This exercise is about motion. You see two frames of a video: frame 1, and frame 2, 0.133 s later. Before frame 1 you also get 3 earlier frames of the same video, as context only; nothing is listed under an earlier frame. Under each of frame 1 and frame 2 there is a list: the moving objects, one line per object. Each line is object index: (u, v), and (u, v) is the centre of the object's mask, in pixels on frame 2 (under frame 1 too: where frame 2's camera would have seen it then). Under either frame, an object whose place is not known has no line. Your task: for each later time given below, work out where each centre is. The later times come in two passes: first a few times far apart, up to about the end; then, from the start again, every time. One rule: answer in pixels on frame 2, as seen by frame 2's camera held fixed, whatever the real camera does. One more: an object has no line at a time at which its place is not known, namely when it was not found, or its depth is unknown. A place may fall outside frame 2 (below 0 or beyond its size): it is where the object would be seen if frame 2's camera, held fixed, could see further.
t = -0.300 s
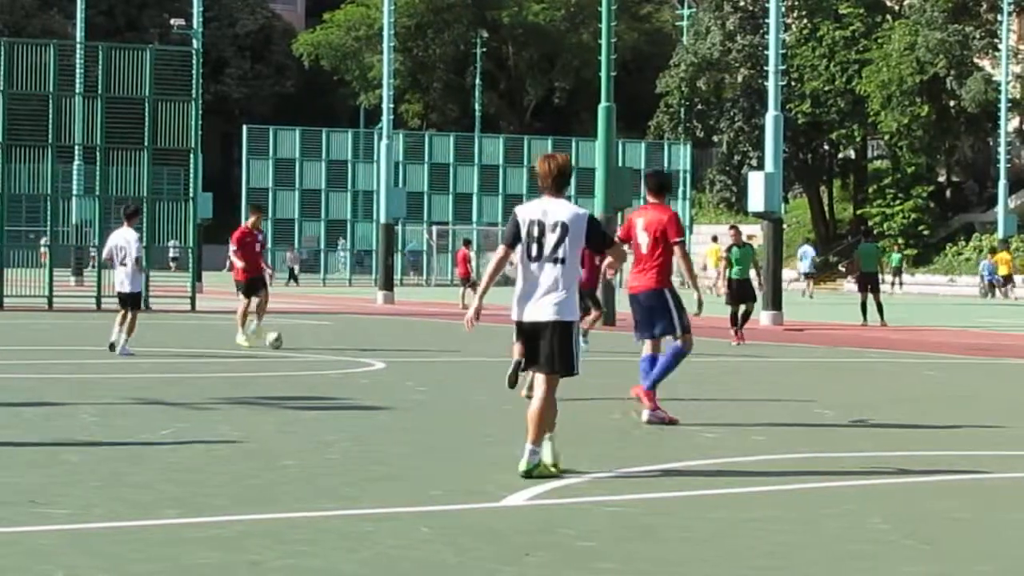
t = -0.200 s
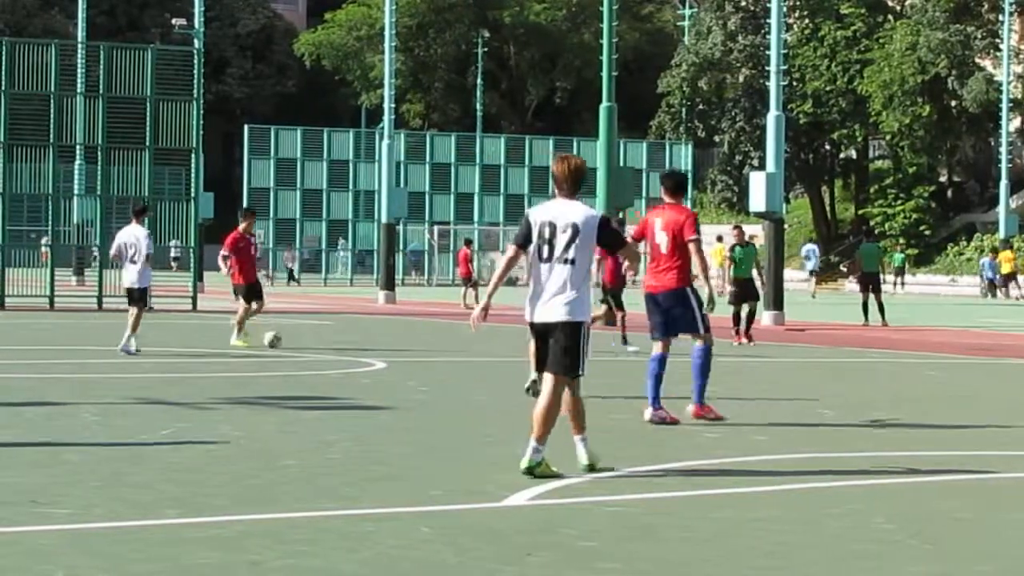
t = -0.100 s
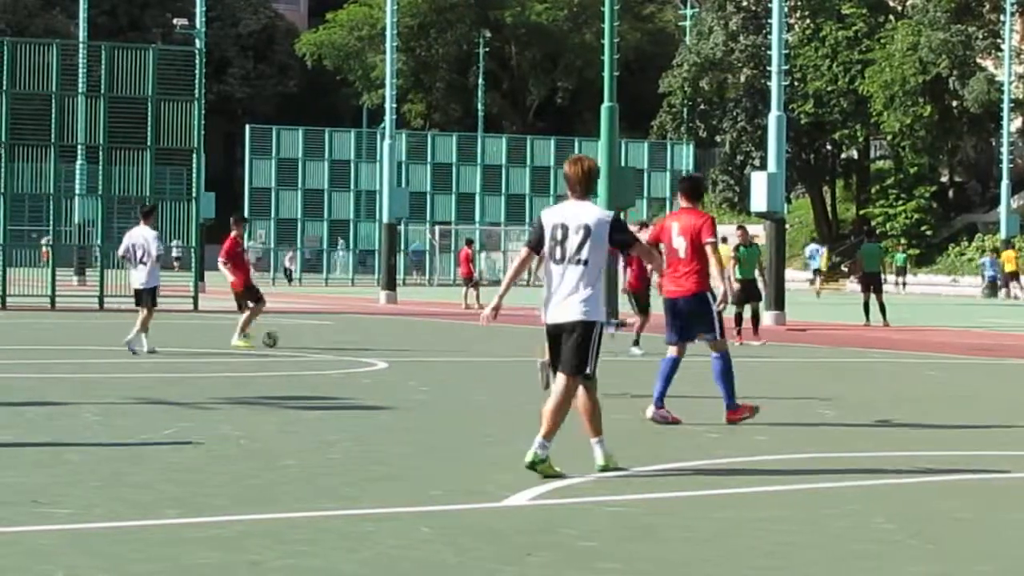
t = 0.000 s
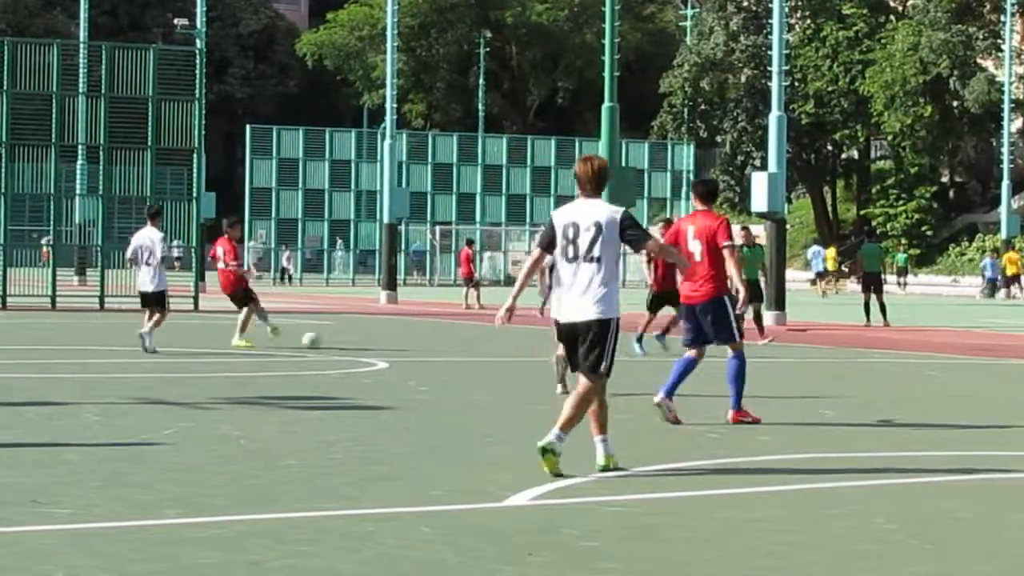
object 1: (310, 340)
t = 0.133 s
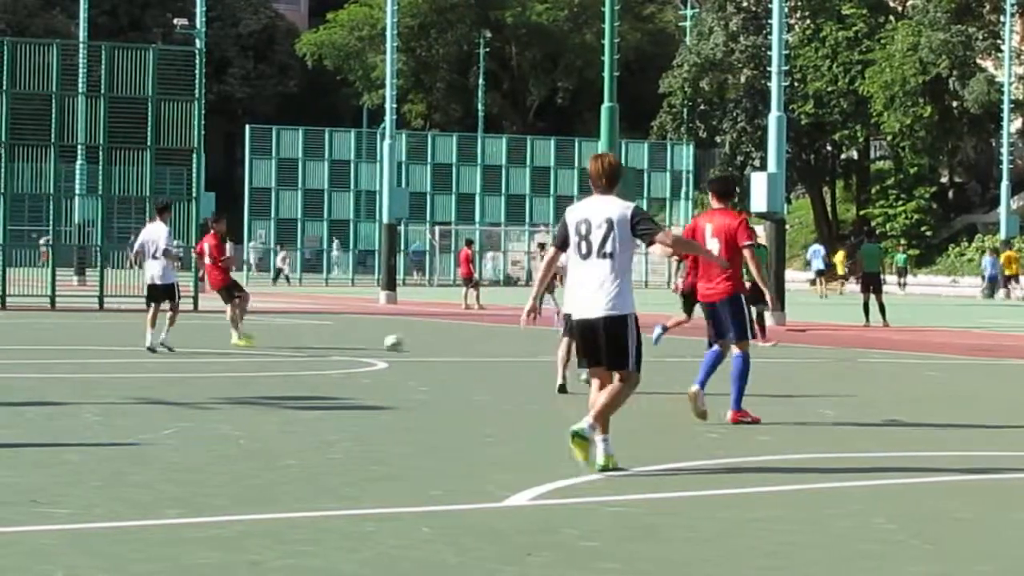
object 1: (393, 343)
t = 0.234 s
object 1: (448, 345)
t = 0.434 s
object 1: (543, 347)
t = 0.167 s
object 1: (413, 343)
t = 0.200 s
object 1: (430, 344)
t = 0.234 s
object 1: (448, 345)
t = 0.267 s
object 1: (464, 345)
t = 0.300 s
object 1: (480, 345)
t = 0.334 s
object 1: (497, 344)
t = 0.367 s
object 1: (512, 345)
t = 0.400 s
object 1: (528, 346)
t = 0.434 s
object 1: (543, 347)
